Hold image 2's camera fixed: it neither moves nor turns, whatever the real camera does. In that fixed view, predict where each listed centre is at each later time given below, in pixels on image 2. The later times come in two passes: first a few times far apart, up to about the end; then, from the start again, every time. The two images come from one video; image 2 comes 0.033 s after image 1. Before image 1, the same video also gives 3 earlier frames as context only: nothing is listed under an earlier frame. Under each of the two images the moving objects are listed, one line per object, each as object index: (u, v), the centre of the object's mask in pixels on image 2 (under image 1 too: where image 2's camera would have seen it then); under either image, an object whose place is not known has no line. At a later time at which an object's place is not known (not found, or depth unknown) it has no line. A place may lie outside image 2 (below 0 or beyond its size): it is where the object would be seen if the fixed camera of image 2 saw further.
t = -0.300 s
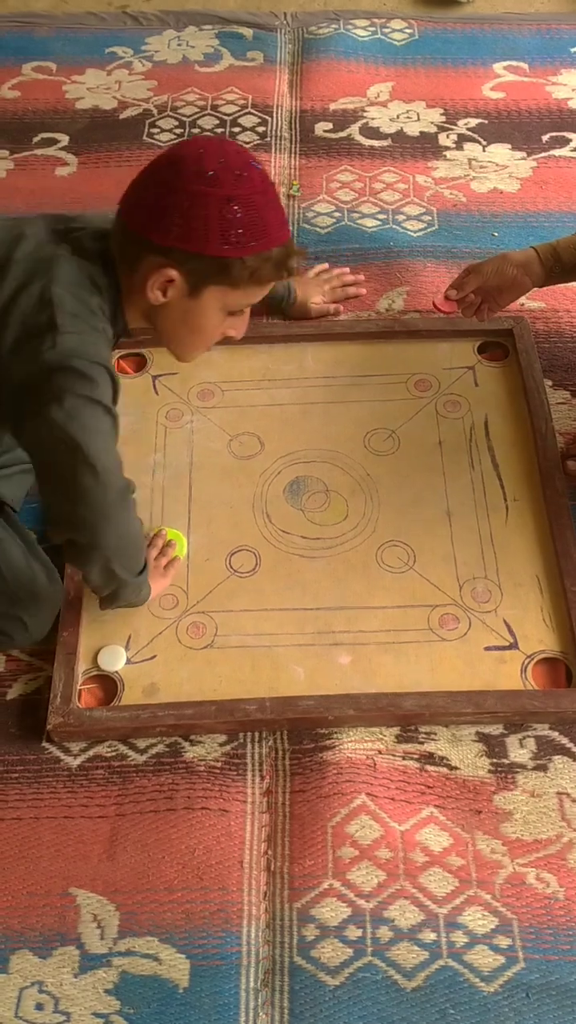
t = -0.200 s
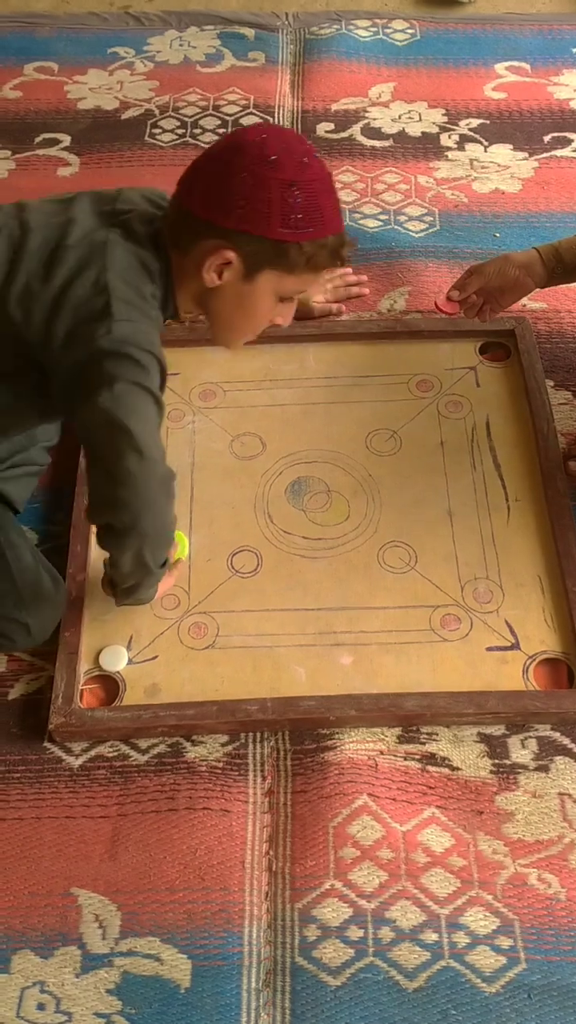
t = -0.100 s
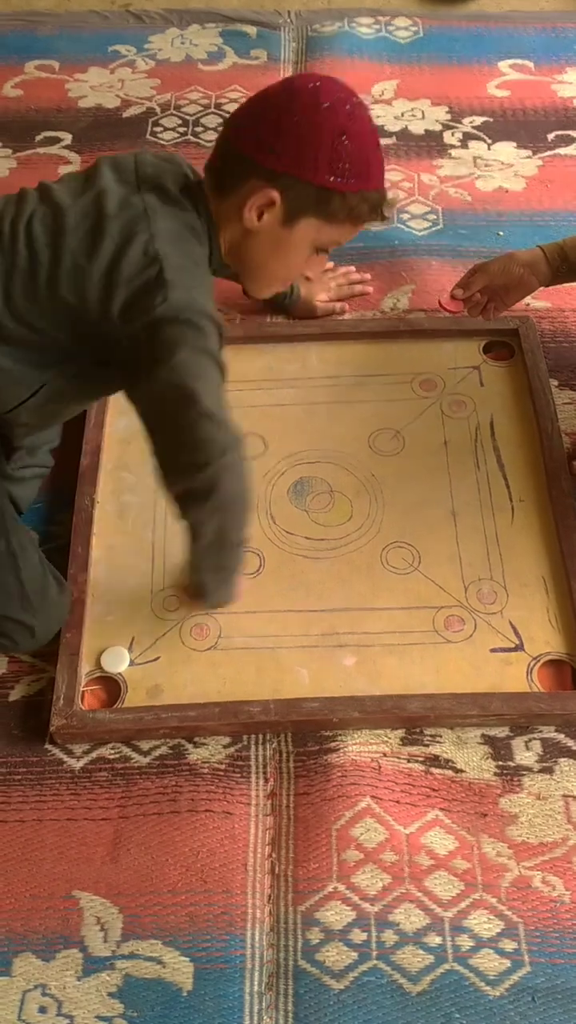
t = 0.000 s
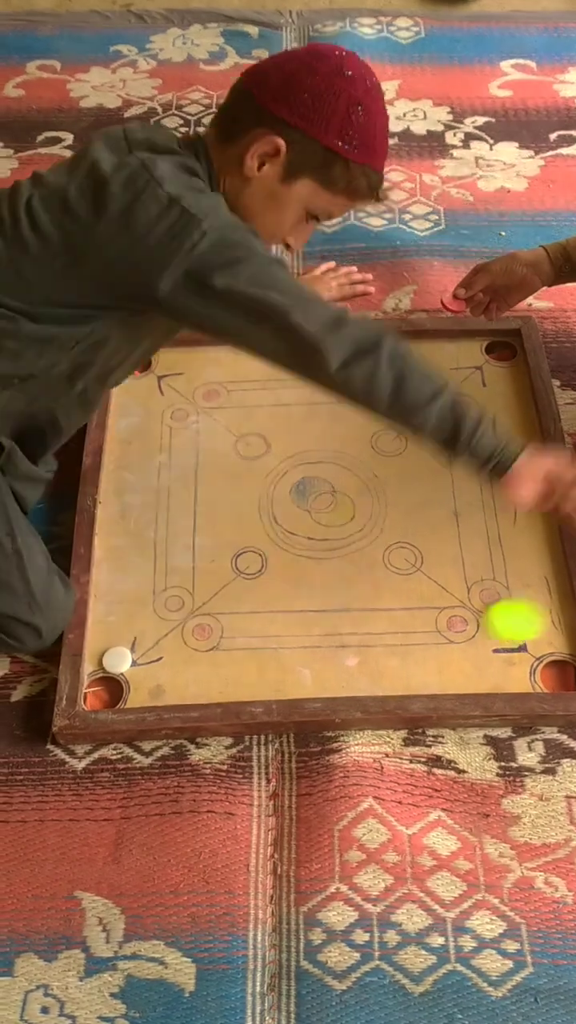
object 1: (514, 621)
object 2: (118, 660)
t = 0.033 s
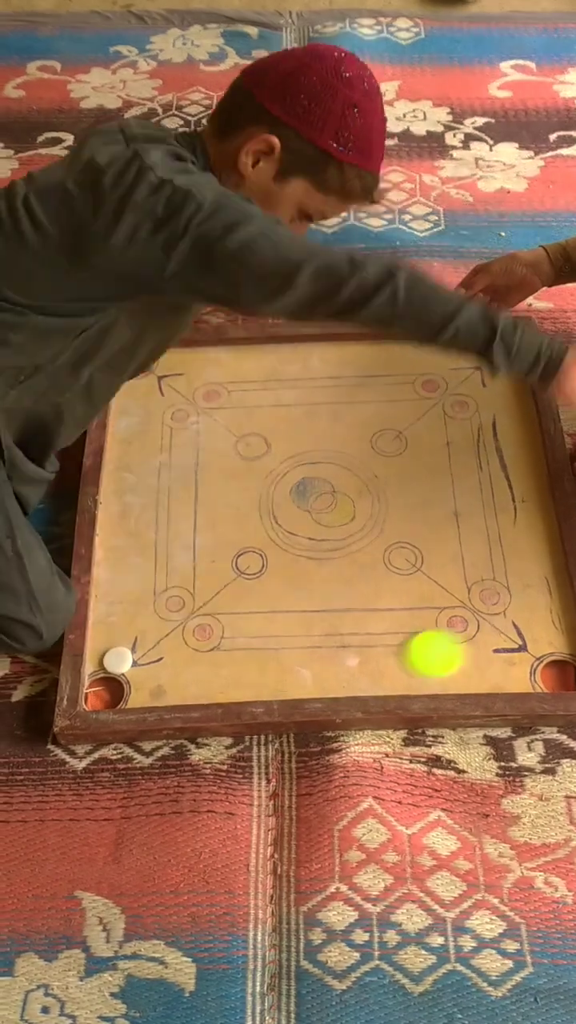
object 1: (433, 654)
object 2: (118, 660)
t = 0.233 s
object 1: (123, 612)
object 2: (156, 690)
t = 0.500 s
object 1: (220, 473)
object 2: (308, 645)
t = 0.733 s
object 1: (257, 414)
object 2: (370, 616)
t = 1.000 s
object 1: (266, 396)
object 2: (388, 612)
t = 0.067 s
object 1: (356, 675)
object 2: (118, 660)
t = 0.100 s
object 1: (287, 667)
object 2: (118, 660)
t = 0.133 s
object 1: (220, 659)
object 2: (118, 660)
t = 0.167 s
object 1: (157, 650)
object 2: (115, 661)
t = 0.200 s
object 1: (128, 632)
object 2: (126, 677)
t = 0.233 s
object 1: (123, 612)
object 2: (156, 690)
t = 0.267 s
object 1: (139, 589)
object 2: (183, 693)
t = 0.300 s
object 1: (154, 568)
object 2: (207, 686)
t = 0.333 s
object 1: (168, 548)
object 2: (229, 678)
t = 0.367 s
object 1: (181, 530)
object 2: (248, 671)
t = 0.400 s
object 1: (192, 514)
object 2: (266, 664)
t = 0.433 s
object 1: (203, 499)
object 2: (282, 657)
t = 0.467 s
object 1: (212, 486)
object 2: (296, 651)
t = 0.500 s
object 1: (220, 473)
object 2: (308, 645)
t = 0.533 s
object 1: (228, 461)
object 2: (320, 640)
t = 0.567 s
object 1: (235, 451)
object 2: (331, 635)
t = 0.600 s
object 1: (241, 441)
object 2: (341, 630)
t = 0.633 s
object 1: (245, 433)
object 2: (350, 626)
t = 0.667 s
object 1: (250, 426)
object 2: (357, 622)
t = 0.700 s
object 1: (254, 420)
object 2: (364, 619)
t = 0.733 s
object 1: (257, 414)
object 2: (370, 616)
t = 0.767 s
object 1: (260, 410)
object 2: (374, 613)
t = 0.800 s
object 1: (261, 407)
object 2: (378, 612)
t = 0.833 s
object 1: (262, 404)
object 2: (382, 612)
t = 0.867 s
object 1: (263, 403)
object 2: (385, 612)
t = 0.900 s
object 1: (264, 401)
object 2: (387, 612)
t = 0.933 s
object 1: (266, 399)
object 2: (388, 612)
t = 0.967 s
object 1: (266, 398)
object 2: (388, 612)
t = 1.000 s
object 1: (266, 396)
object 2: (388, 612)
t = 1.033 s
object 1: (266, 396)
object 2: (388, 612)
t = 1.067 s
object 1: (266, 395)
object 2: (388, 612)
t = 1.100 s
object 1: (266, 395)
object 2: (388, 612)
